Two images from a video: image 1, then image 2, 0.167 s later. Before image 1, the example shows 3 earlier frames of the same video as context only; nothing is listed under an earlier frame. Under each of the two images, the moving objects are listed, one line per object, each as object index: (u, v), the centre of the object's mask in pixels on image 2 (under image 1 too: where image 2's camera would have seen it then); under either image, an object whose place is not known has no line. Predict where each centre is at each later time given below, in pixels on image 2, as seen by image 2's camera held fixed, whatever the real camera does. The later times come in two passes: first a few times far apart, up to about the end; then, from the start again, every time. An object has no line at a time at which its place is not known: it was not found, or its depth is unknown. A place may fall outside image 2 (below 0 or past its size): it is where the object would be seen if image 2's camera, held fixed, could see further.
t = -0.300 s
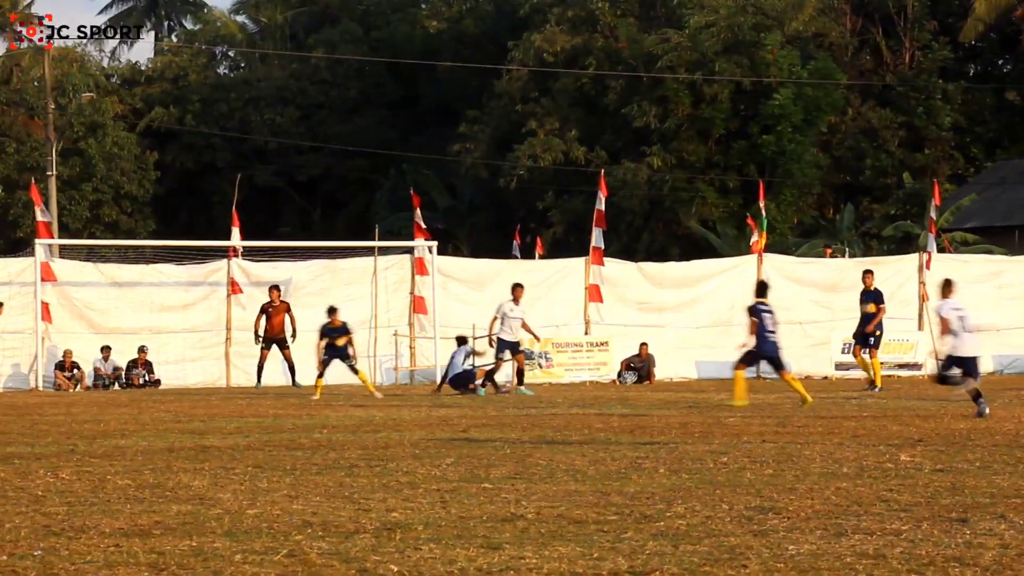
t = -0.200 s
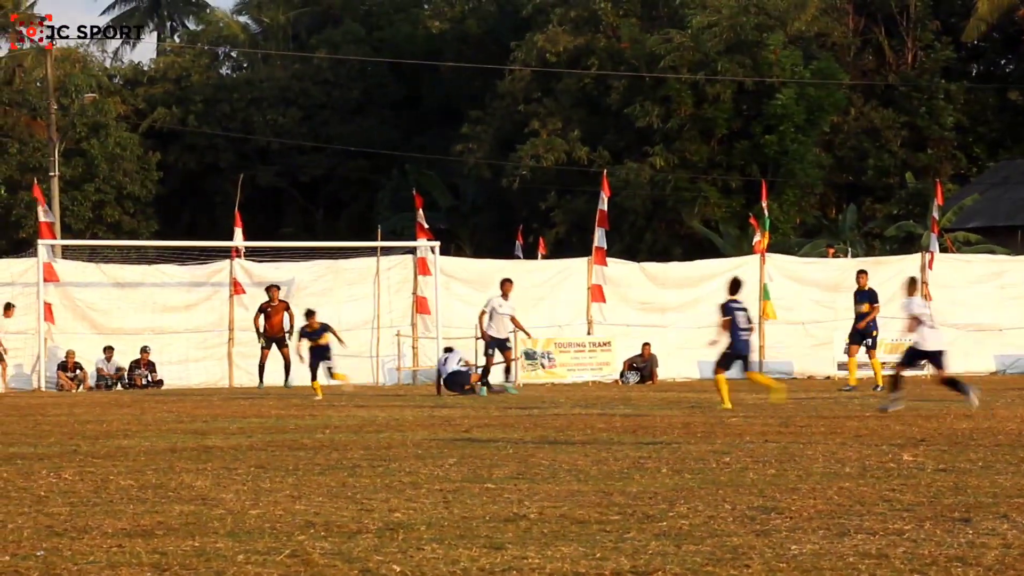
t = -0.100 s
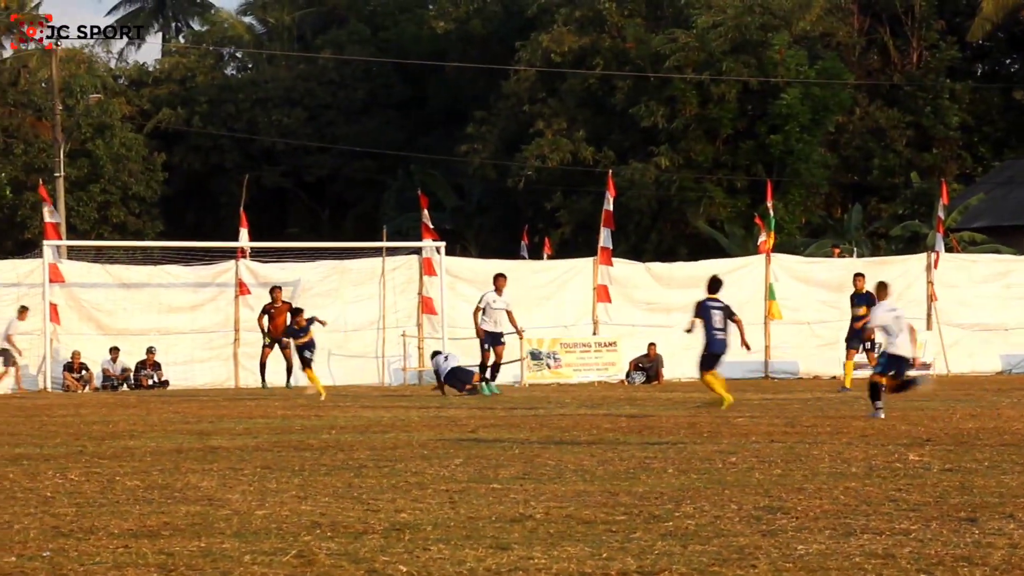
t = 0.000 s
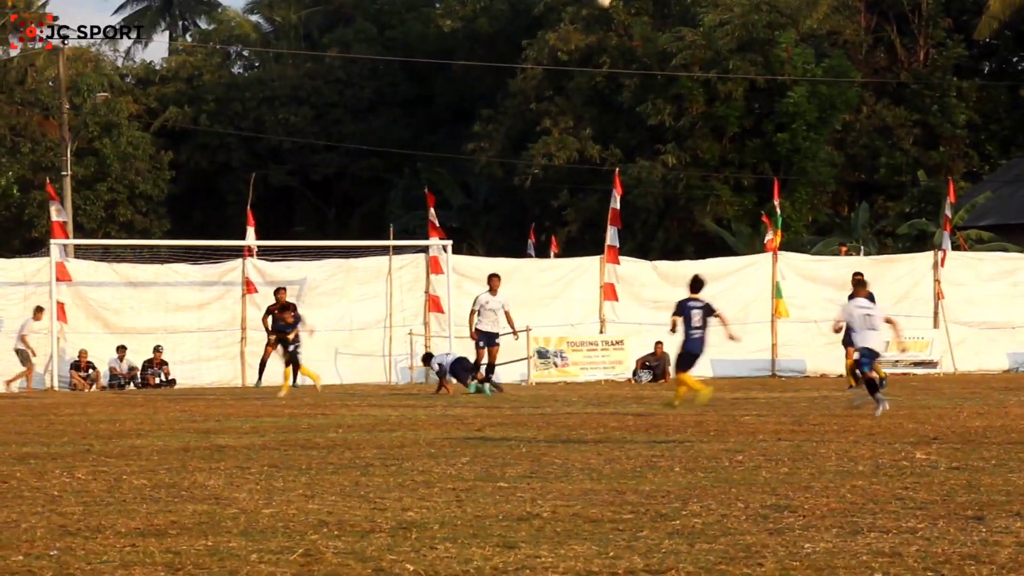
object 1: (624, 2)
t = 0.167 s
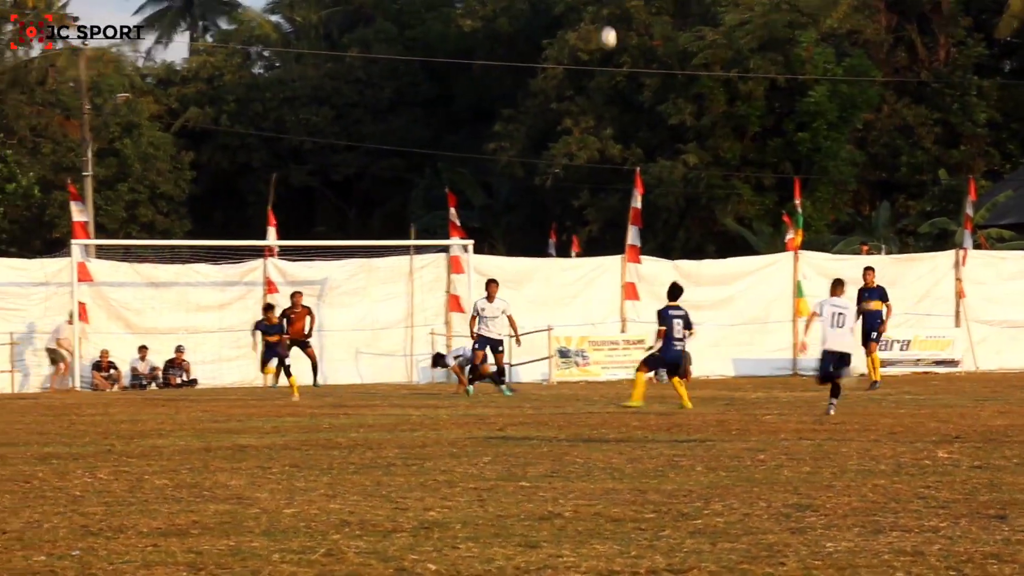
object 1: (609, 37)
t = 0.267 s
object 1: (599, 73)
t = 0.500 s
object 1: (577, 193)
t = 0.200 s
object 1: (605, 48)
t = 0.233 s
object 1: (602, 60)
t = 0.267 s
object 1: (599, 73)
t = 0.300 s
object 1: (596, 87)
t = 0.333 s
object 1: (593, 102)
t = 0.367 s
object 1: (589, 118)
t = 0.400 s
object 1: (587, 134)
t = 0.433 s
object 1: (583, 154)
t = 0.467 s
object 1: (580, 173)
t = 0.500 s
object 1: (577, 193)
